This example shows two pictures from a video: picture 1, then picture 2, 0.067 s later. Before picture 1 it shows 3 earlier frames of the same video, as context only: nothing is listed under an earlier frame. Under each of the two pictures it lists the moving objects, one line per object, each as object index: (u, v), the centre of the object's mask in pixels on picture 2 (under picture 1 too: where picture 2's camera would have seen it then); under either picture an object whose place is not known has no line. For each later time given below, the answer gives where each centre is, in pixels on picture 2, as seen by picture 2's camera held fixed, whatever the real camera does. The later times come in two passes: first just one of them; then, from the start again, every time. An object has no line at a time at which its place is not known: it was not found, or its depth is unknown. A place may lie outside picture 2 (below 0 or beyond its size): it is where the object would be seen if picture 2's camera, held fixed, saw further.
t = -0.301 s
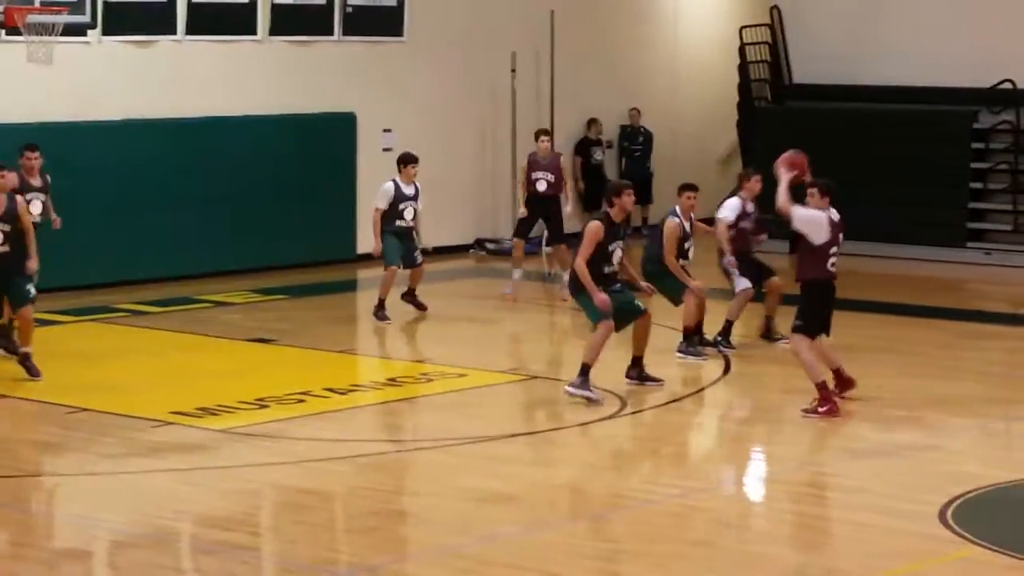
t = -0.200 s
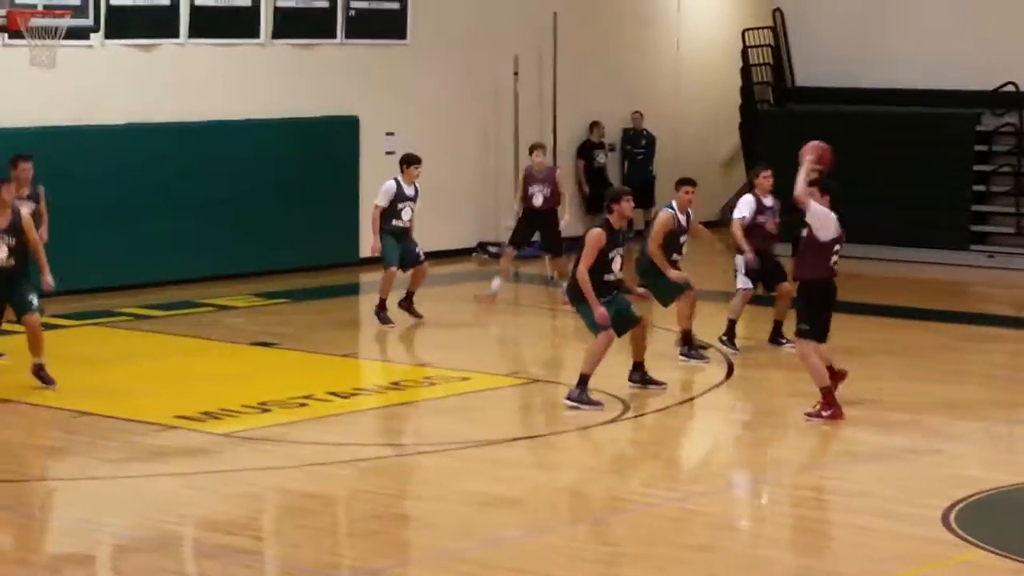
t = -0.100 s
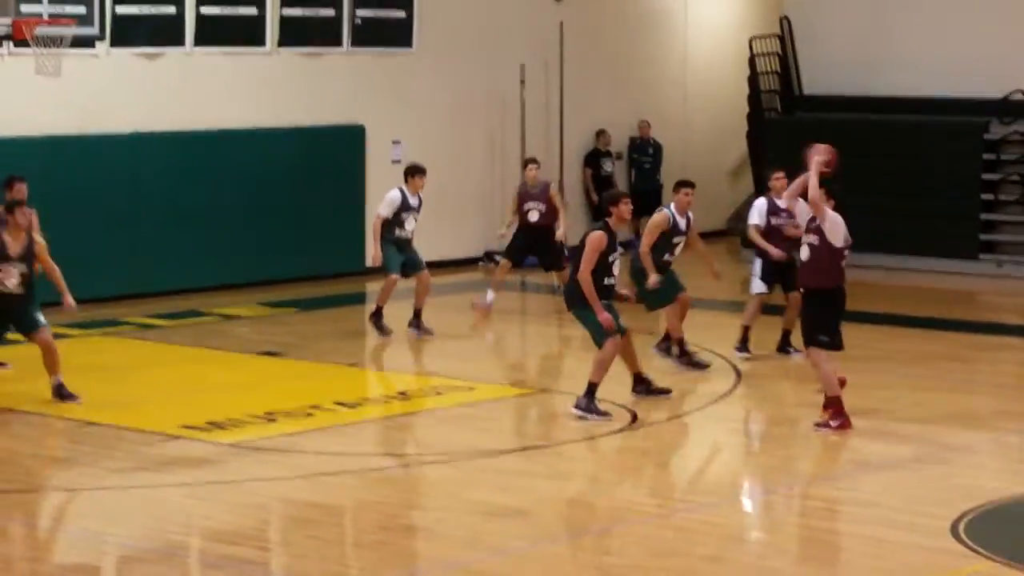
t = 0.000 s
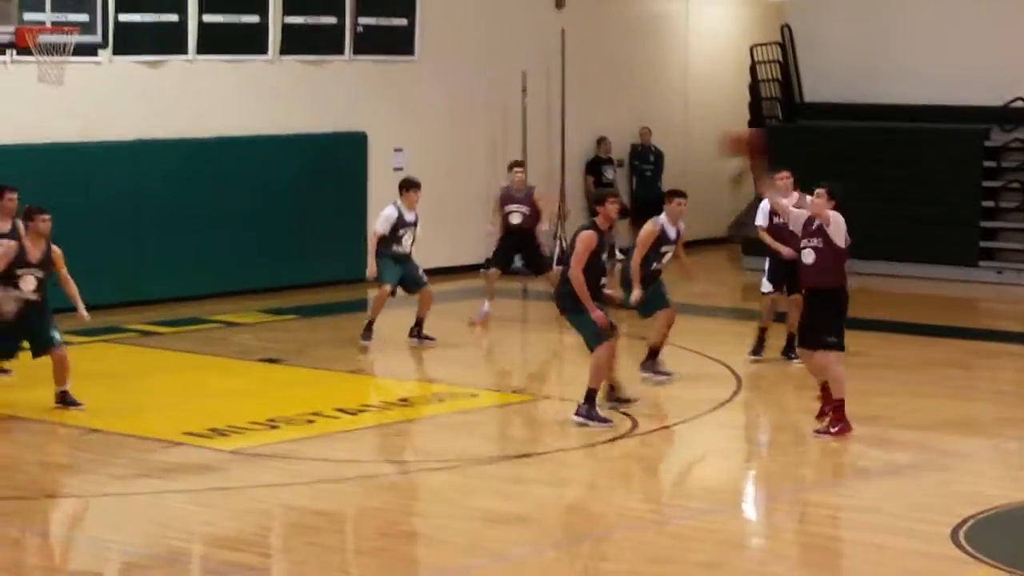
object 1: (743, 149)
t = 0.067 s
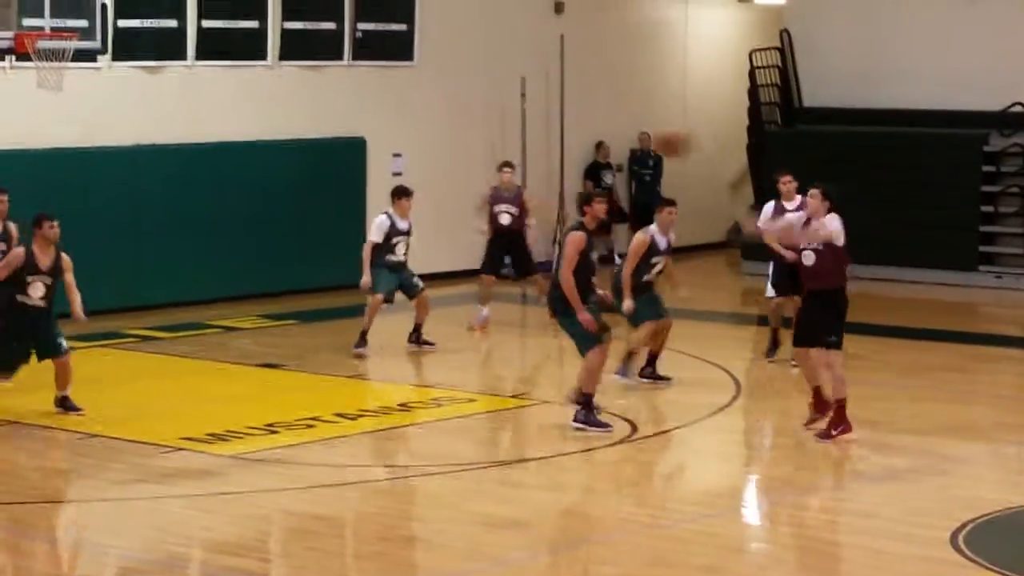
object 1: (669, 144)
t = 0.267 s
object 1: (438, 169)
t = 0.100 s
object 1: (632, 144)
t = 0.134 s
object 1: (595, 147)
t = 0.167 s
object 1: (556, 150)
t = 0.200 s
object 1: (522, 155)
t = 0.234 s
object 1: (479, 161)
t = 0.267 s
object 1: (438, 169)
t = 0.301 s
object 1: (401, 178)
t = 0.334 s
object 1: (356, 186)
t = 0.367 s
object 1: (315, 198)
